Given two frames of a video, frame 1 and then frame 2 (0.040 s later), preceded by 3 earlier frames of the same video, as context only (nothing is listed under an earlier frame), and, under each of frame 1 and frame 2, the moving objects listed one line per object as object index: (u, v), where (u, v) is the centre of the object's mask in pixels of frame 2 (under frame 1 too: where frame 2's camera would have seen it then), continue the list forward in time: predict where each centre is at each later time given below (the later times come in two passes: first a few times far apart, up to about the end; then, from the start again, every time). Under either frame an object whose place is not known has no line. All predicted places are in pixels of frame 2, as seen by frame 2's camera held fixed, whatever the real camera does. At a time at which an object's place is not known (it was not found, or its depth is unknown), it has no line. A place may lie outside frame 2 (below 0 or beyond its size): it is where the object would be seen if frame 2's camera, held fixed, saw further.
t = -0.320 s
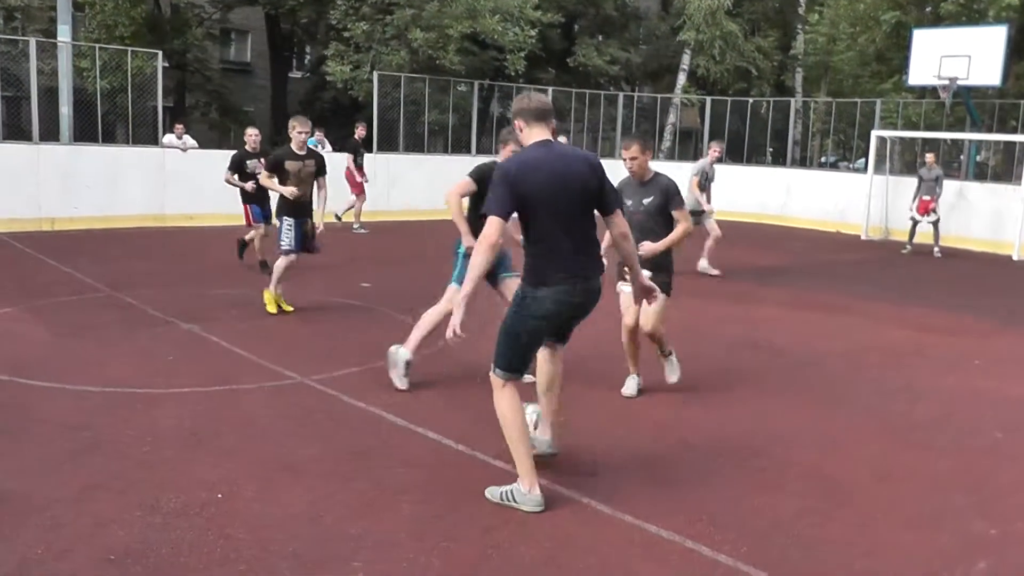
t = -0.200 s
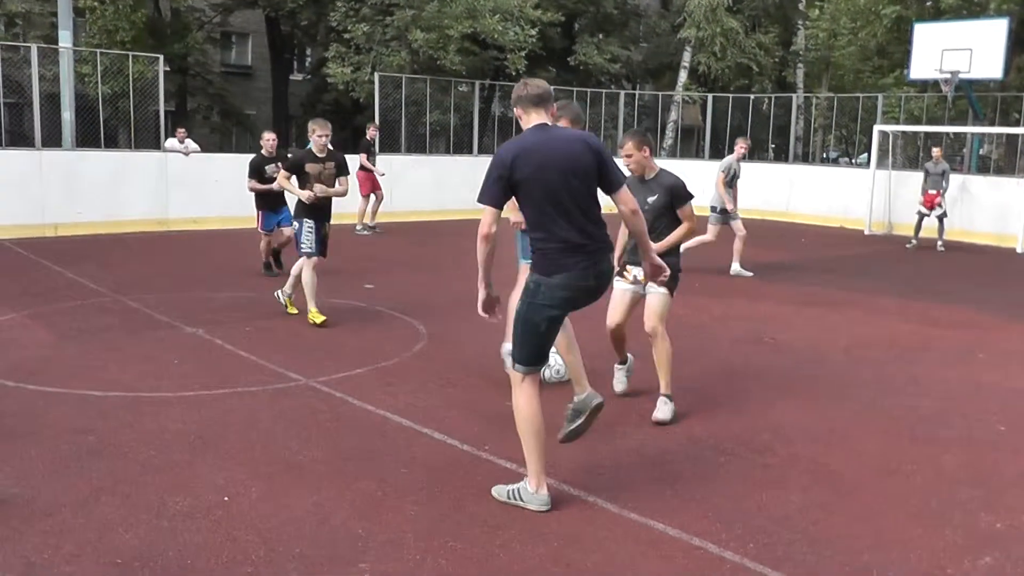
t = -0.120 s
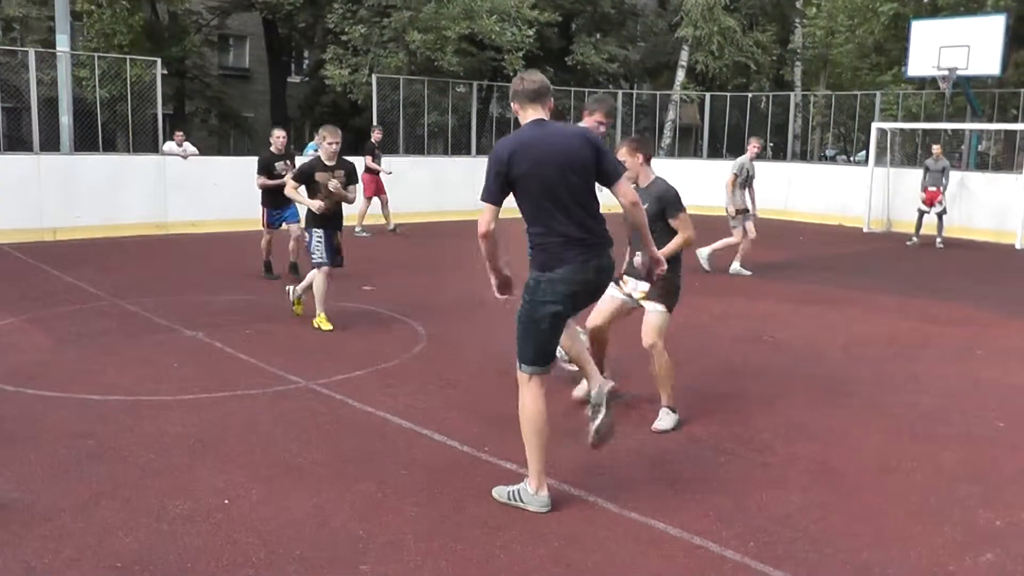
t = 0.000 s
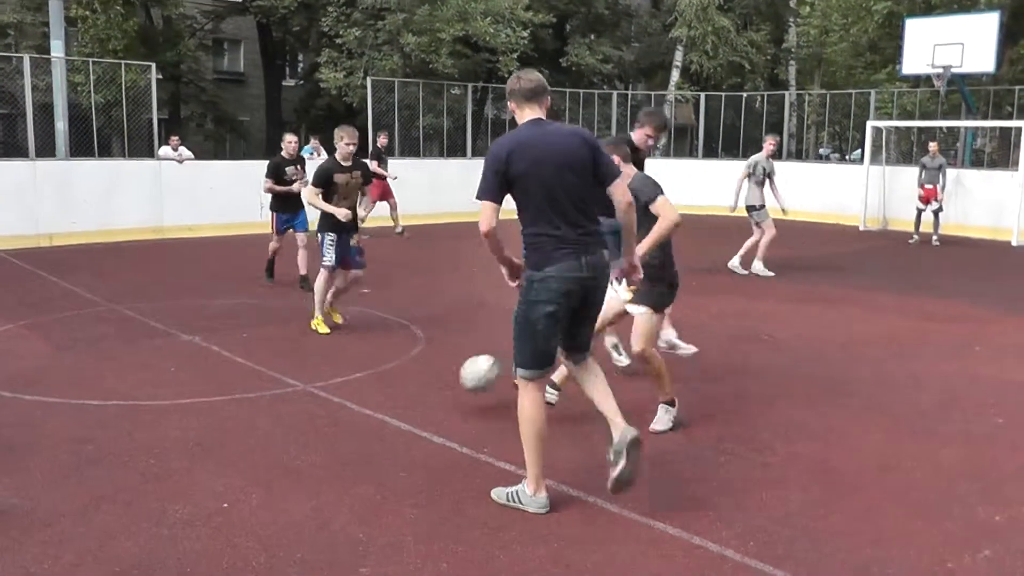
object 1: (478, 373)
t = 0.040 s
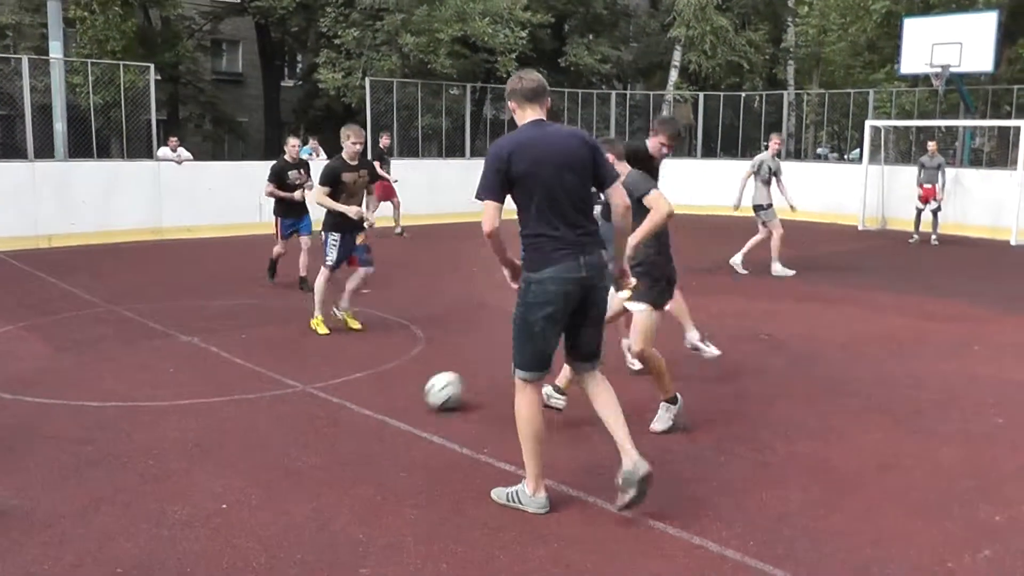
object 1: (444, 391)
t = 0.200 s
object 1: (356, 358)
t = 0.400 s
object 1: (244, 370)
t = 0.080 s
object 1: (421, 383)
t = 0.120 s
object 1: (399, 373)
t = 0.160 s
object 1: (378, 364)
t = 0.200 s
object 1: (356, 358)
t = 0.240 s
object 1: (334, 356)
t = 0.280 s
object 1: (312, 354)
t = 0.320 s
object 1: (289, 356)
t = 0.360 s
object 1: (266, 362)
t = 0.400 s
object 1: (244, 370)
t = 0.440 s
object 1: (222, 380)
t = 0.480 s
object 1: (200, 393)
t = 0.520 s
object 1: (177, 410)
